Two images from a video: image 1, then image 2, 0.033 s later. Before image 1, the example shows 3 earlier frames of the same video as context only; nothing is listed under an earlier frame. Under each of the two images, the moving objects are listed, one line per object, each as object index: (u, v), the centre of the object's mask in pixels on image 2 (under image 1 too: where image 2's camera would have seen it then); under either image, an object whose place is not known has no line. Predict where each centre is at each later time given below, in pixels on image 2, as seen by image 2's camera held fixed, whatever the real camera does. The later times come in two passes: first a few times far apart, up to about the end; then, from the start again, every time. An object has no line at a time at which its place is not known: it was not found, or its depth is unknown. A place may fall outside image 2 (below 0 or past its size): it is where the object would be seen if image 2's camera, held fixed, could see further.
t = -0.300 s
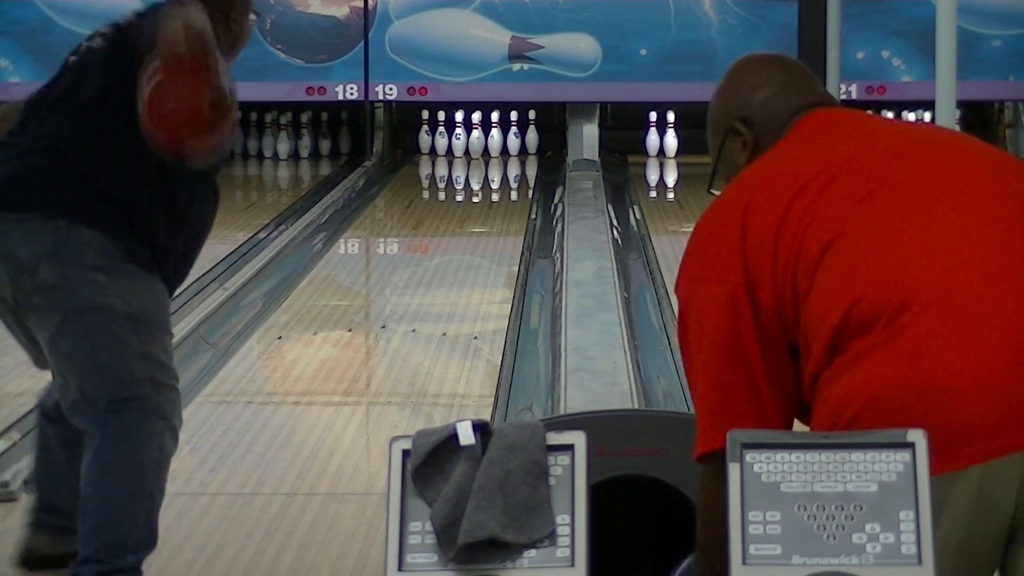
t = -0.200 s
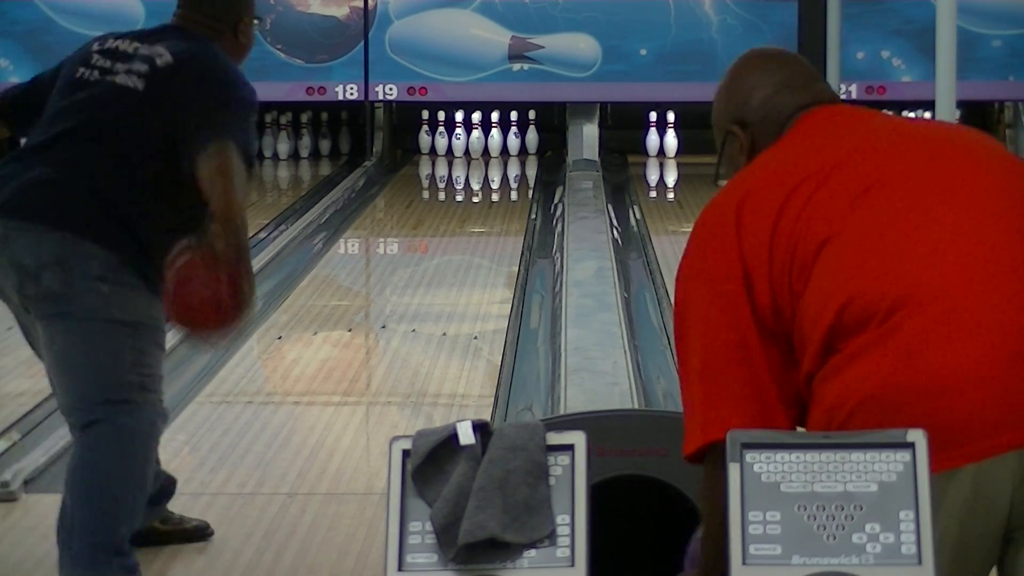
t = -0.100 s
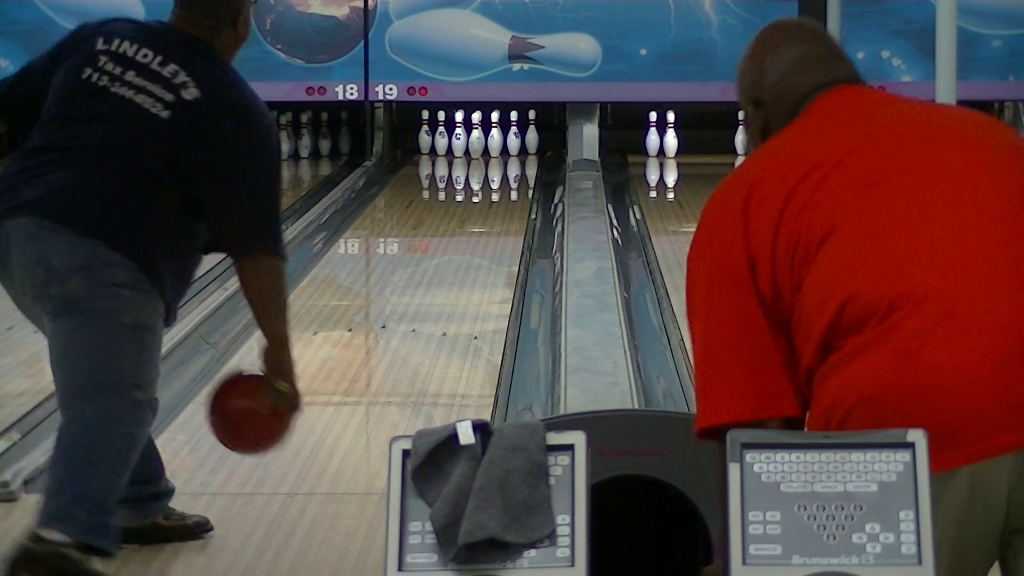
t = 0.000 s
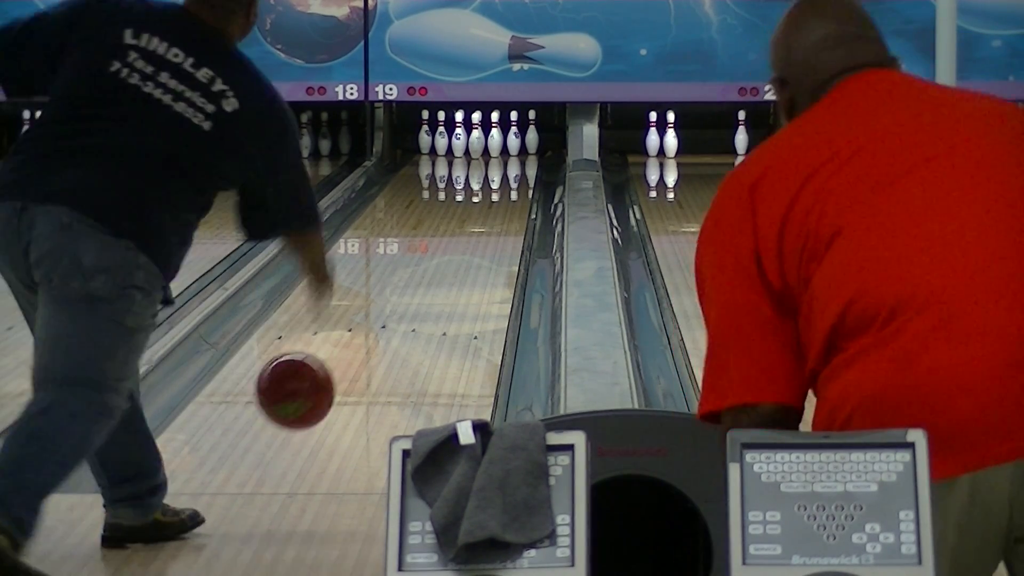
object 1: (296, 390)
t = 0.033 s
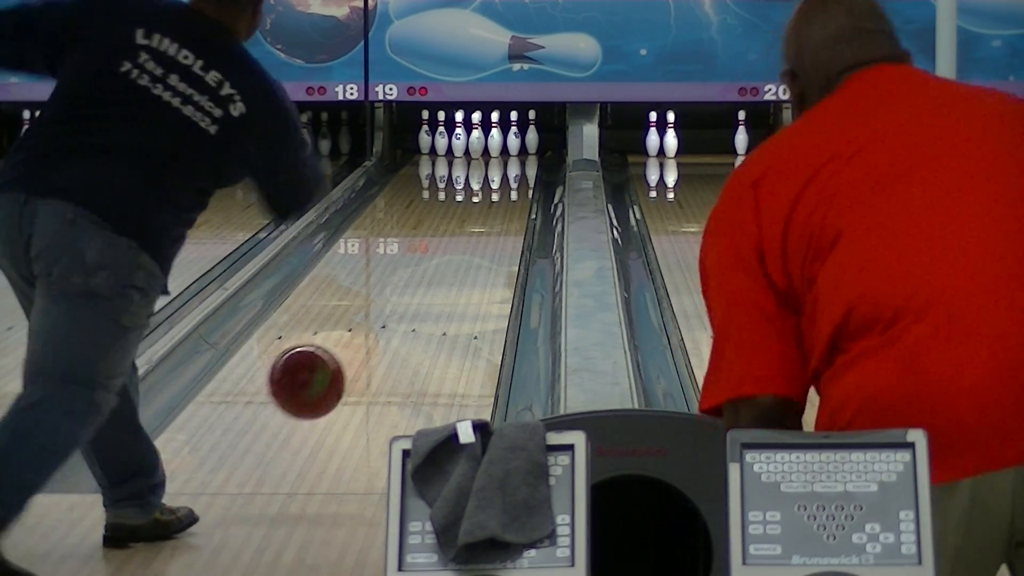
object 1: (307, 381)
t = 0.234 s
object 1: (365, 395)
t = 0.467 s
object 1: (411, 335)
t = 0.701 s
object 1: (444, 292)
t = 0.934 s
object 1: (469, 256)
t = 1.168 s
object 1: (487, 228)
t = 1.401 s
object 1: (499, 206)
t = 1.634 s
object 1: (506, 188)
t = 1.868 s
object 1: (506, 173)
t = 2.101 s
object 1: (498, 161)
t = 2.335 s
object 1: (487, 151)
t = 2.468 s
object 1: (479, 147)
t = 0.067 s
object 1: (318, 376)
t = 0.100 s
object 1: (328, 375)
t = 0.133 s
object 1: (338, 378)
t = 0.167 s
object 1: (347, 384)
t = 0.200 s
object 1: (356, 392)
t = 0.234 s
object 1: (365, 395)
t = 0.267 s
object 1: (372, 385)
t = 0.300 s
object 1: (380, 377)
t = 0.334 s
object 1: (387, 368)
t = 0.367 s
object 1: (393, 359)
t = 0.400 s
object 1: (399, 351)
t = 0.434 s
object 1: (406, 343)
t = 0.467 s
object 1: (411, 335)
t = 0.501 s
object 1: (417, 328)
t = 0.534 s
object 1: (422, 321)
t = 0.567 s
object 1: (427, 314)
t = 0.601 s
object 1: (431, 308)
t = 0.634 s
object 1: (436, 302)
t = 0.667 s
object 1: (440, 297)
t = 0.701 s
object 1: (444, 292)
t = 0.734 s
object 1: (449, 286)
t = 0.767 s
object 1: (452, 281)
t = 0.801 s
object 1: (456, 275)
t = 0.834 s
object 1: (459, 270)
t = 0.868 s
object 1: (463, 265)
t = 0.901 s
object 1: (466, 261)
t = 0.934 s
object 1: (469, 256)
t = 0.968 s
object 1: (472, 251)
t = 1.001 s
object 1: (475, 247)
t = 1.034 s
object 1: (477, 243)
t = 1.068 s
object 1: (480, 239)
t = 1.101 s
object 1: (482, 235)
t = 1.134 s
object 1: (485, 232)
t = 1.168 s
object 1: (487, 228)
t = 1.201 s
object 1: (489, 225)
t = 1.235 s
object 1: (491, 222)
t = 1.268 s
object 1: (493, 218)
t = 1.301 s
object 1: (494, 216)
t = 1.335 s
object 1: (496, 212)
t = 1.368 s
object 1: (498, 209)
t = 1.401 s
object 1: (499, 206)
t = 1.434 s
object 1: (500, 203)
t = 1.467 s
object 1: (502, 201)
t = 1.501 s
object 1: (502, 198)
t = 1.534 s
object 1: (503, 195)
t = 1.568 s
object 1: (504, 192)
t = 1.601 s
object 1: (505, 191)
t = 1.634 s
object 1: (506, 188)
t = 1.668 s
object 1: (506, 185)
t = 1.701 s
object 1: (506, 183)
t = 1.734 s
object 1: (506, 181)
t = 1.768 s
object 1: (507, 179)
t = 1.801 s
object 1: (506, 177)
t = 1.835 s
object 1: (506, 175)
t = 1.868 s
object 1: (506, 173)
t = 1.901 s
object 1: (505, 171)
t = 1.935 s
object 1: (504, 169)
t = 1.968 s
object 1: (504, 168)
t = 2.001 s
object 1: (503, 166)
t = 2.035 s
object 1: (501, 165)
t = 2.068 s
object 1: (499, 163)
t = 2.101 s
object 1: (498, 161)
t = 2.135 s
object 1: (497, 160)
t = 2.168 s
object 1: (496, 158)
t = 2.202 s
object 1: (495, 156)
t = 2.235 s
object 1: (493, 155)
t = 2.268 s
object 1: (491, 154)
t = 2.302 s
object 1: (489, 152)
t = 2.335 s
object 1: (487, 151)
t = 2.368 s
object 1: (484, 150)
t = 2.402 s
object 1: (482, 148)
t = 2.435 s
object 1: (480, 147)
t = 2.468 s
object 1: (479, 147)
